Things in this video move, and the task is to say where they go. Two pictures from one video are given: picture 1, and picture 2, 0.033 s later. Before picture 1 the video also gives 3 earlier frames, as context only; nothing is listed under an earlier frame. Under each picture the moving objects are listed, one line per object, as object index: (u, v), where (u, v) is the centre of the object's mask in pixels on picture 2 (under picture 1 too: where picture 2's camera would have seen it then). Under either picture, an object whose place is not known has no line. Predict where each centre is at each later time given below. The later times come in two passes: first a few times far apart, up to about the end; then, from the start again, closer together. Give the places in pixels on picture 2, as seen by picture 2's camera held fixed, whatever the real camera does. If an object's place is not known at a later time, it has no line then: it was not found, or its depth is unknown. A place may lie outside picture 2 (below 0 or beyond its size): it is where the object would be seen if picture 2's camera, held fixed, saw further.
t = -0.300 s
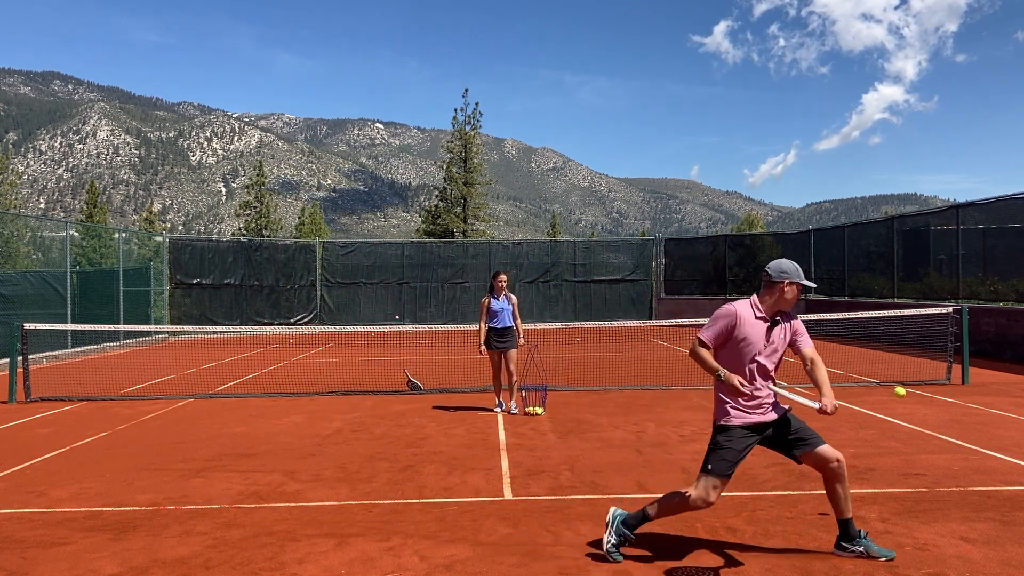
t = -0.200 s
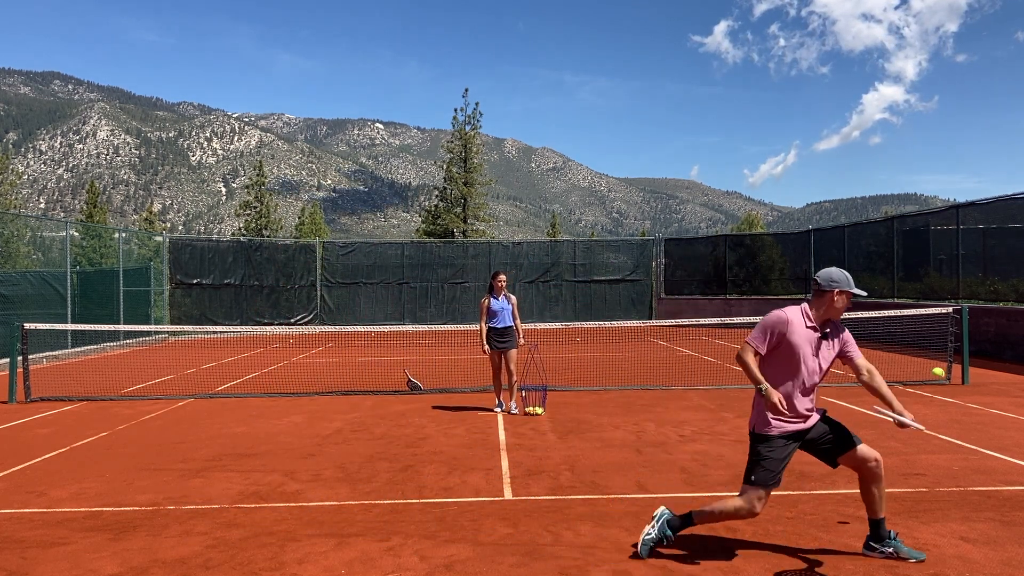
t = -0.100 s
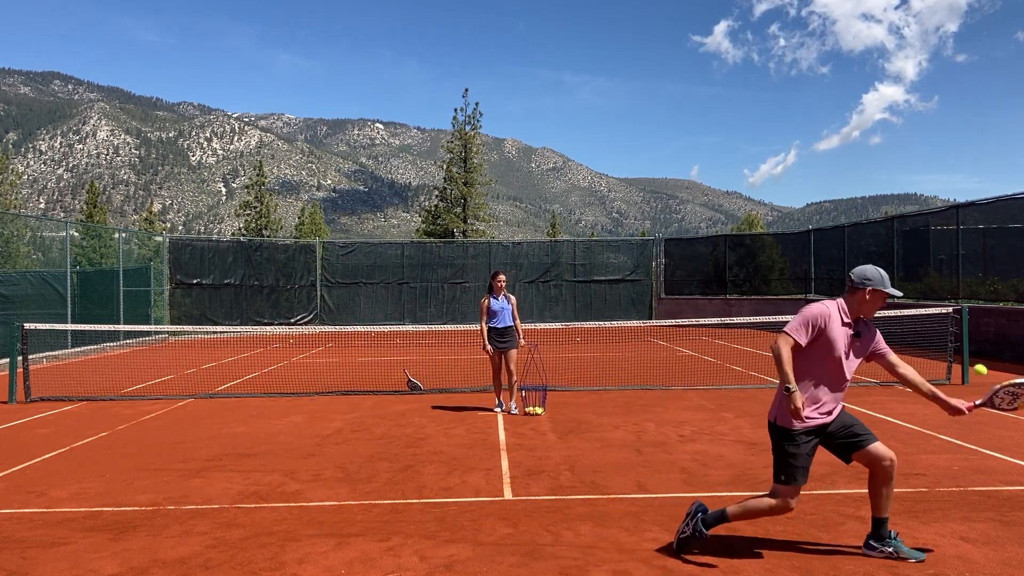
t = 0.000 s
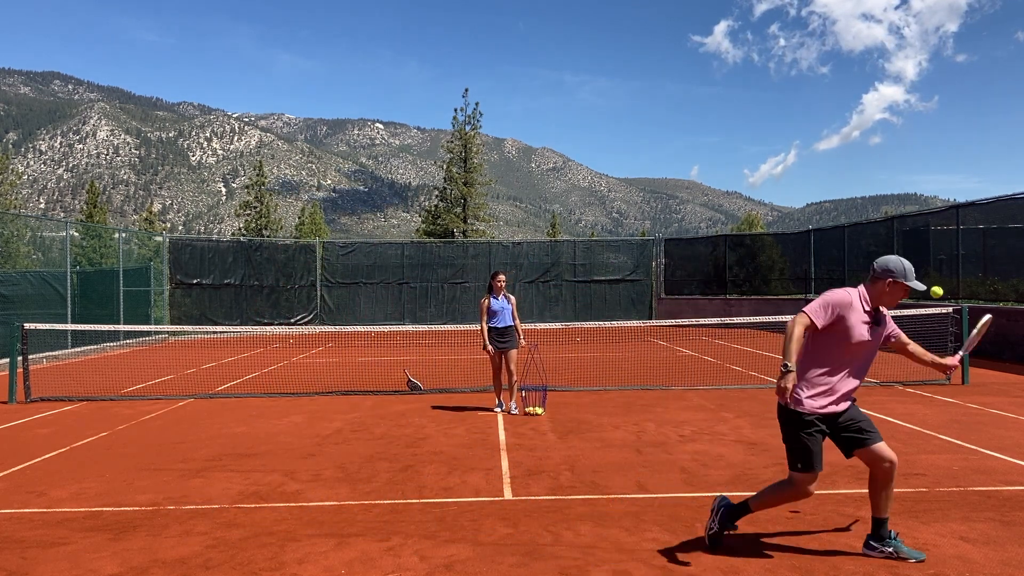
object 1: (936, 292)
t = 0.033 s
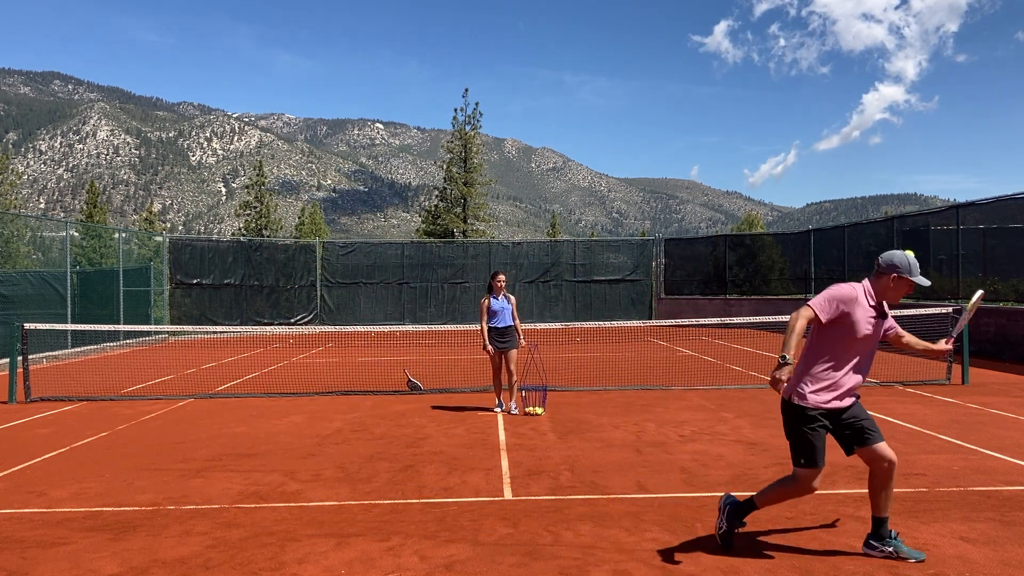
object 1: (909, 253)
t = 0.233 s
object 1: (779, 119)
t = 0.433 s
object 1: (694, 70)
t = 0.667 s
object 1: (626, 75)
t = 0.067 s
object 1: (882, 224)
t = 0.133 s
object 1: (836, 173)
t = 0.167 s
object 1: (816, 152)
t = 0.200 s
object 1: (797, 134)
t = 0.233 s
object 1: (779, 119)
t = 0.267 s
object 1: (763, 106)
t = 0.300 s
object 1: (747, 96)
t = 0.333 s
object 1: (732, 87)
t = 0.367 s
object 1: (719, 80)
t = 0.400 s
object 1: (706, 74)
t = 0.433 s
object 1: (694, 70)
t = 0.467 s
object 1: (683, 68)
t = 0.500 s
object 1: (672, 66)
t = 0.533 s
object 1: (662, 66)
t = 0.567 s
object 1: (652, 67)
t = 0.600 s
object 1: (643, 69)
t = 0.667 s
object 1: (626, 75)
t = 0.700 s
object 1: (618, 80)
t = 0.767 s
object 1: (603, 91)
